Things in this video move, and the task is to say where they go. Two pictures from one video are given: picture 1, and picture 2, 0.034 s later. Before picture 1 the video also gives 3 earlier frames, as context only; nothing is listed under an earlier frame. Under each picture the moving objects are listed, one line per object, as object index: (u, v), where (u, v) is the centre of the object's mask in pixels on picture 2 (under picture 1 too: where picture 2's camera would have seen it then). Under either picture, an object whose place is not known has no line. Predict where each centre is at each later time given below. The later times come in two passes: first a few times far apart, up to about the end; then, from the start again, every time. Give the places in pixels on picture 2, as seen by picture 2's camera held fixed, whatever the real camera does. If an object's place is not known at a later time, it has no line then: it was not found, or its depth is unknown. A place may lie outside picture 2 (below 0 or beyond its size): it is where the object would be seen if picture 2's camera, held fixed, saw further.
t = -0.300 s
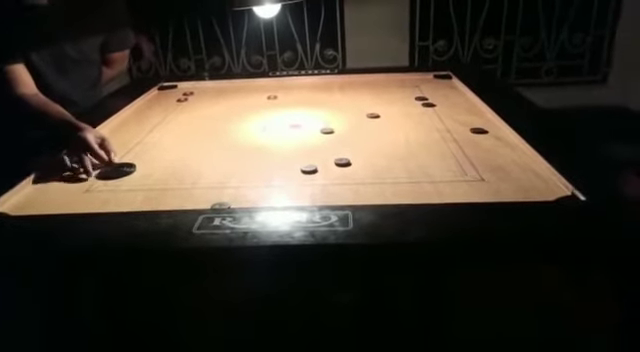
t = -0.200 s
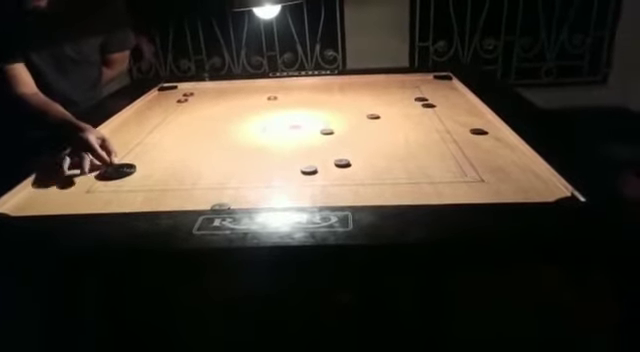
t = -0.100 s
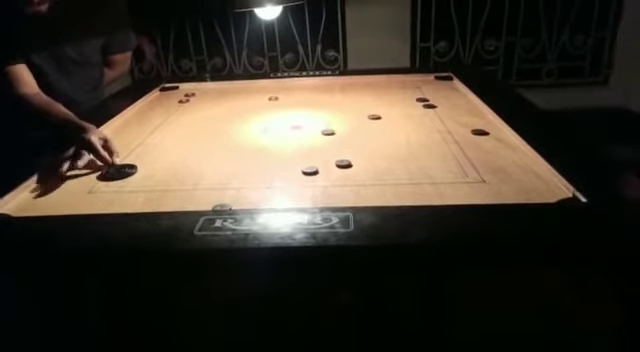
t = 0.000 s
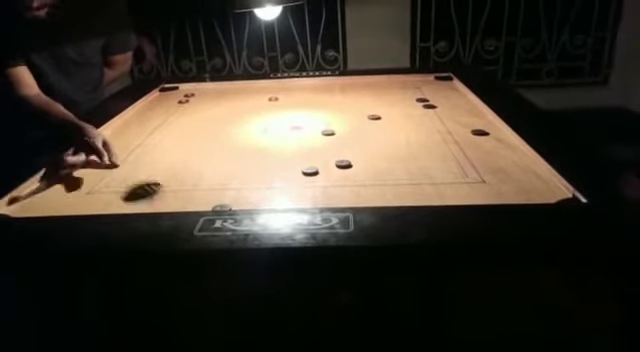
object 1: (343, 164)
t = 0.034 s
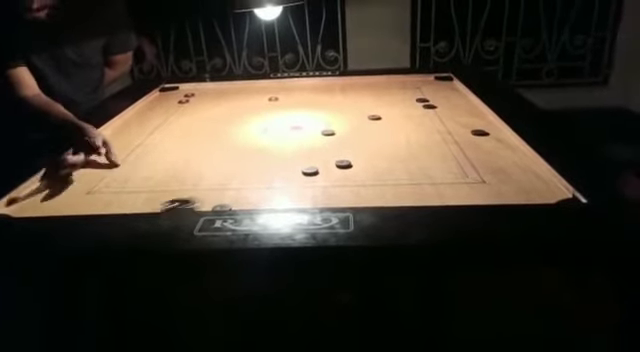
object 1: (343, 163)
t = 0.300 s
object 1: (343, 163)
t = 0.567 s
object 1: (343, 164)
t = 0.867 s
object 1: (309, 175)
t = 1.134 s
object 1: (277, 186)
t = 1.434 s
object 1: (276, 186)
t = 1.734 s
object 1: (276, 186)
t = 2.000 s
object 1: (277, 186)
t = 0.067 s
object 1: (343, 163)
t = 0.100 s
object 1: (343, 163)
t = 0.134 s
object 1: (343, 164)
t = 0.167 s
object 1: (343, 164)
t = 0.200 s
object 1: (343, 163)
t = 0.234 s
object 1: (343, 164)
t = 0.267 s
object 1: (343, 164)
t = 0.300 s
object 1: (343, 163)
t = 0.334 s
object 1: (343, 163)
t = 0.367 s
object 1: (343, 164)
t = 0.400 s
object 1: (343, 163)
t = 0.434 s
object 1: (343, 163)
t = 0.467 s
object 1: (343, 164)
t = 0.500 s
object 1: (343, 164)
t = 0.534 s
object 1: (343, 164)
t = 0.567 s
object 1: (343, 164)
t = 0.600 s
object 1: (343, 164)
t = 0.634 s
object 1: (343, 164)
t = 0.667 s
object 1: (343, 164)
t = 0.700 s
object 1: (343, 164)
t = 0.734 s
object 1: (343, 164)
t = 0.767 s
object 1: (340, 165)
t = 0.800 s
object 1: (329, 168)
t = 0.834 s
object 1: (319, 172)
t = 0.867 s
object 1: (309, 175)
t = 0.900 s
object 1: (301, 179)
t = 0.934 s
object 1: (293, 181)
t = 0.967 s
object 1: (287, 183)
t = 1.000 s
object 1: (283, 184)
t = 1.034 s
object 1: (279, 185)
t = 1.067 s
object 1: (277, 185)
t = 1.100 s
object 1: (277, 185)
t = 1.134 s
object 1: (277, 186)
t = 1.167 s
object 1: (277, 186)
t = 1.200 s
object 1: (277, 186)
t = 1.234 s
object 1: (277, 185)
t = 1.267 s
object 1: (277, 186)
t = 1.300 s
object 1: (277, 186)
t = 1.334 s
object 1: (277, 186)
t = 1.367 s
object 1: (276, 186)
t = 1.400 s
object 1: (277, 186)
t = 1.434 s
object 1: (276, 186)
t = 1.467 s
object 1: (276, 186)
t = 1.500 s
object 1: (276, 186)
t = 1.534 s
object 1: (276, 186)
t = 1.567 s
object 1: (277, 186)
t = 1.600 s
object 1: (276, 186)
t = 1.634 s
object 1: (276, 186)
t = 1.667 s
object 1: (276, 186)
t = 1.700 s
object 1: (276, 186)
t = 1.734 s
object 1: (276, 186)
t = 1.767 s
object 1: (277, 186)
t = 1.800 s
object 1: (277, 186)
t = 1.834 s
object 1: (277, 186)
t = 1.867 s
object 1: (276, 186)
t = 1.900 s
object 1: (277, 185)
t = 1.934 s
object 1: (277, 186)
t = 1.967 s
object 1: (277, 186)
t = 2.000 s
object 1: (277, 186)
